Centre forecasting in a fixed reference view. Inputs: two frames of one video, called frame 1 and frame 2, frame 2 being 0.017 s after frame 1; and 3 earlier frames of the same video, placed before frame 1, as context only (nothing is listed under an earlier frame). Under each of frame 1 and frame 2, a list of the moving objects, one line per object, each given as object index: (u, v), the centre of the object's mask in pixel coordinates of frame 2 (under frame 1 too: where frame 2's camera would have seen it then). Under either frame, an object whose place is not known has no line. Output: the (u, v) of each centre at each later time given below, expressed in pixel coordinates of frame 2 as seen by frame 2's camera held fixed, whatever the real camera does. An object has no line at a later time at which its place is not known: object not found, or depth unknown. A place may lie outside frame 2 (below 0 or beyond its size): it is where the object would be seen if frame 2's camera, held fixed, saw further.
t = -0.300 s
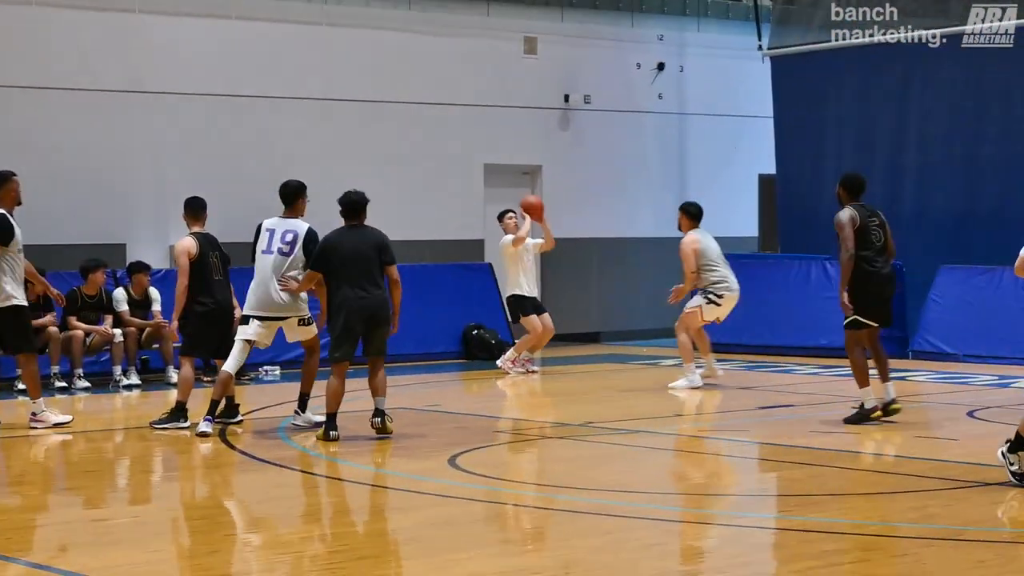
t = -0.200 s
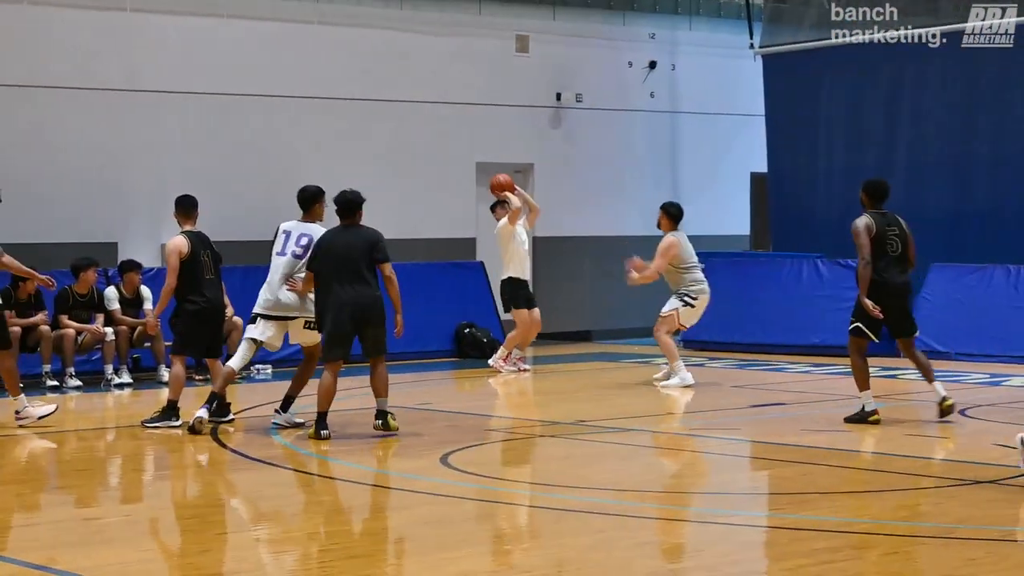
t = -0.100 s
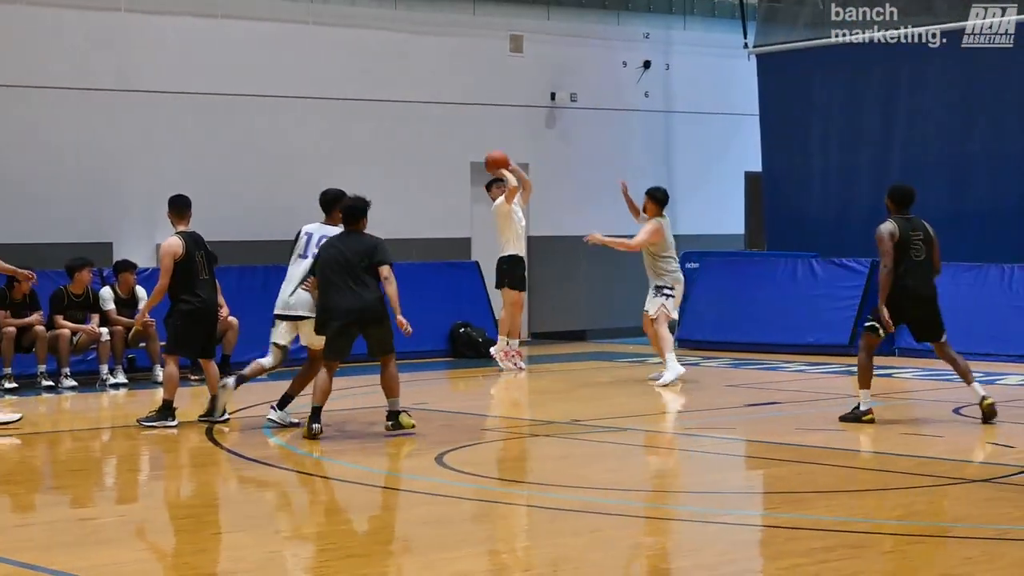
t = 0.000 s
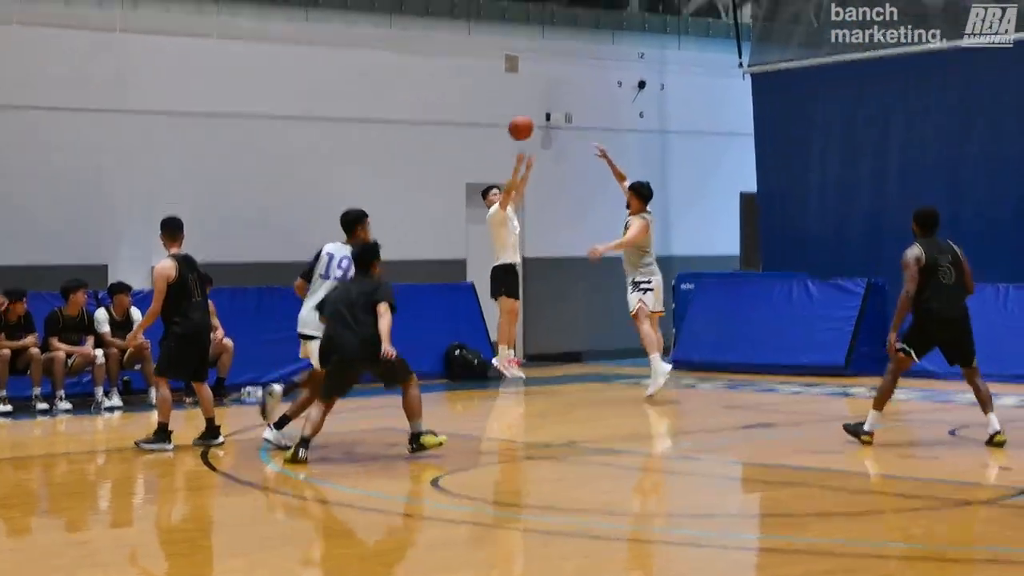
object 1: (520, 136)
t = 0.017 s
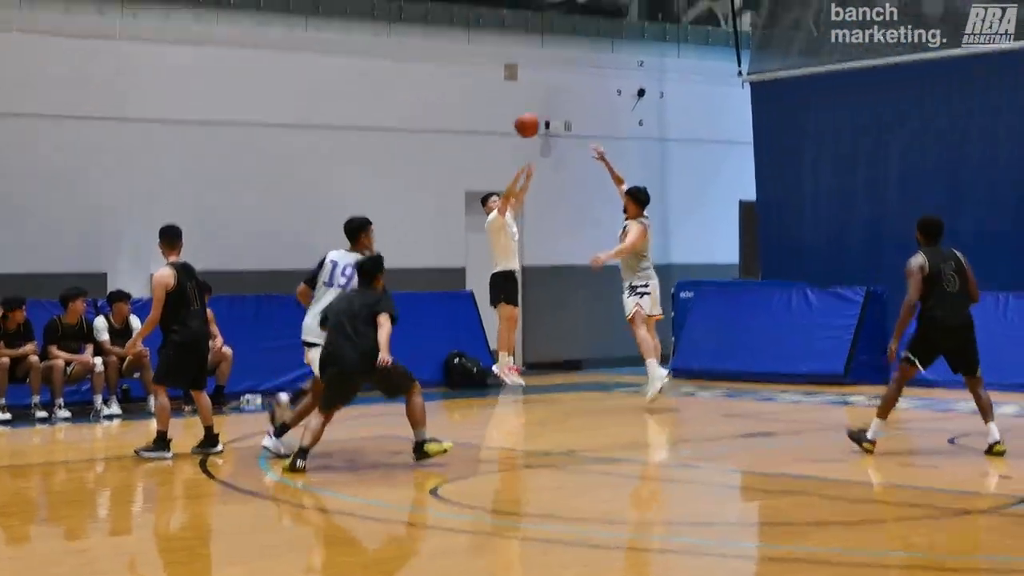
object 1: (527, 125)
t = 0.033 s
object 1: (534, 114)
